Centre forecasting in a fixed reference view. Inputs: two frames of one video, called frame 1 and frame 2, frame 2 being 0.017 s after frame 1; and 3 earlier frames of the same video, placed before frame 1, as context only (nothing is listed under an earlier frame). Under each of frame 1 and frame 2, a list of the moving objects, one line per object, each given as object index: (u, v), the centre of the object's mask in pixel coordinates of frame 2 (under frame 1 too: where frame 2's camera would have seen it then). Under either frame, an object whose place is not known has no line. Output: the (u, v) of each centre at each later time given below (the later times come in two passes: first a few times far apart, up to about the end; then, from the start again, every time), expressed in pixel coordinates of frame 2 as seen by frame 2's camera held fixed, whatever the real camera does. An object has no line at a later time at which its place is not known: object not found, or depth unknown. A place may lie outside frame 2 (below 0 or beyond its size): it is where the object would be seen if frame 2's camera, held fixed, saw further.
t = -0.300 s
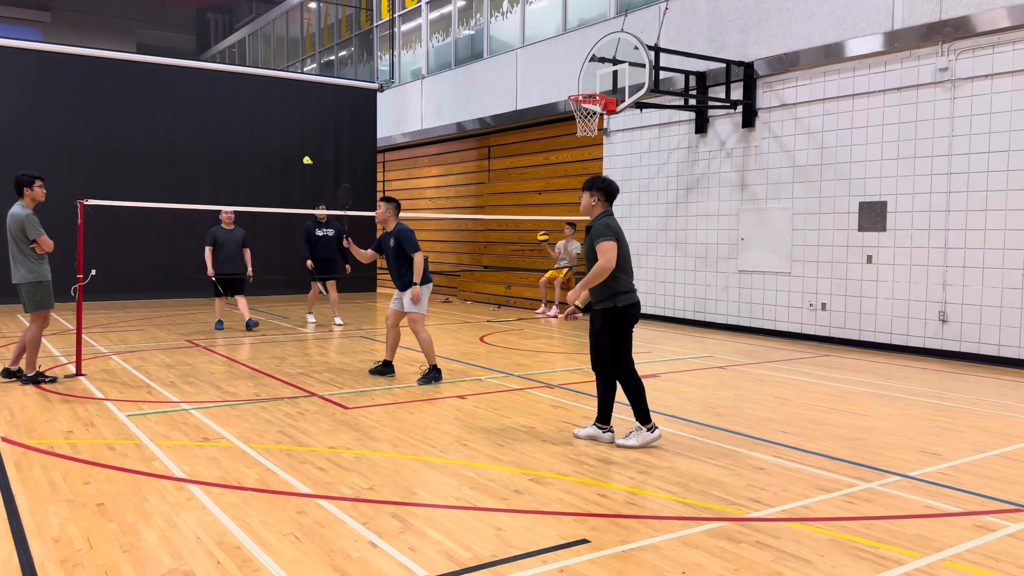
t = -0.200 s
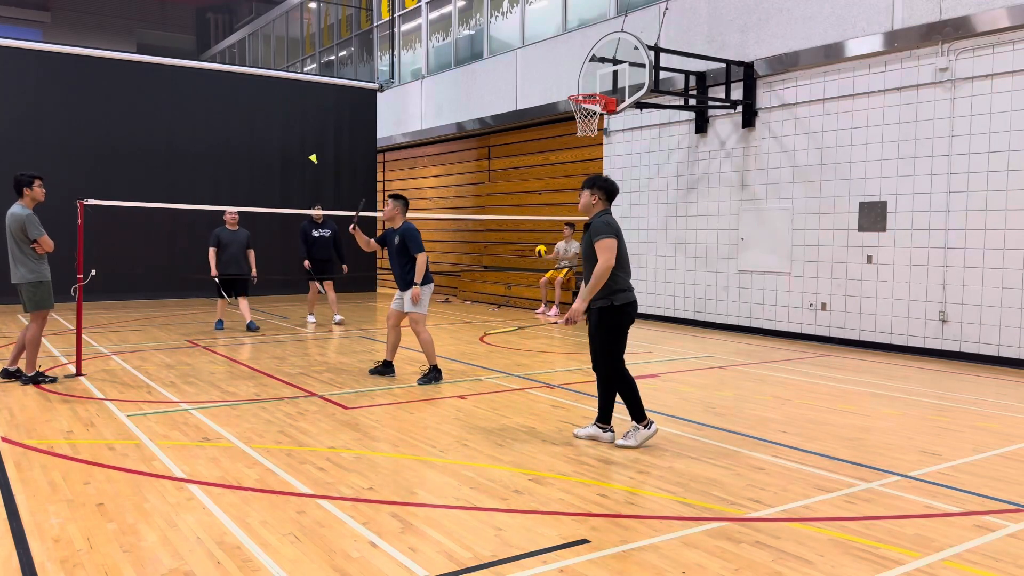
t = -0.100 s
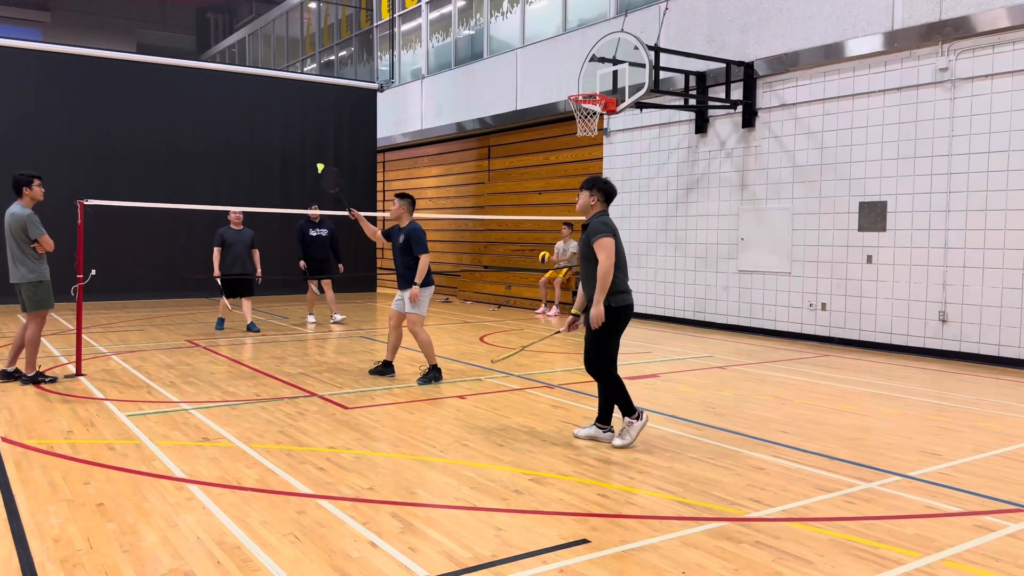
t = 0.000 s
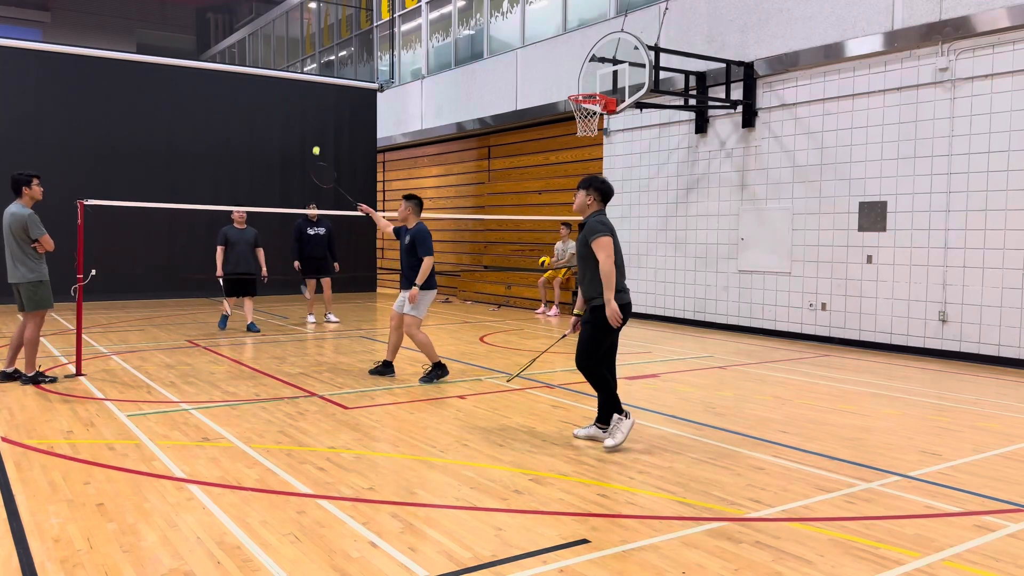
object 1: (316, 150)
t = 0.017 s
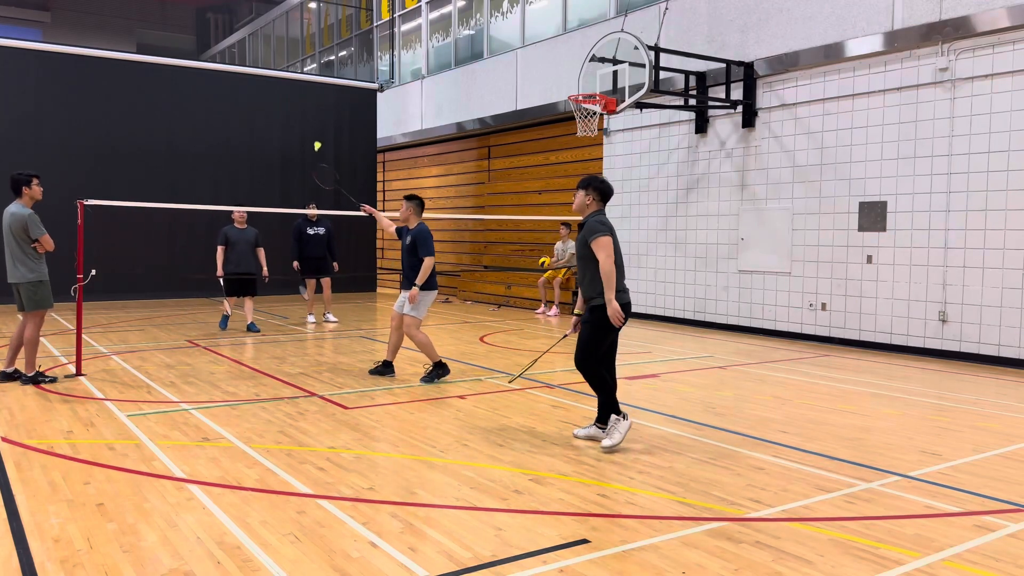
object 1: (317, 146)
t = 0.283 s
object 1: (313, 127)
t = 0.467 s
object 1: (307, 150)
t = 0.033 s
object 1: (317, 142)
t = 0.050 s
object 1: (317, 140)
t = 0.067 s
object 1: (315, 140)
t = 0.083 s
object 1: (313, 137)
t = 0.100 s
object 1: (312, 135)
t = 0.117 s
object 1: (312, 133)
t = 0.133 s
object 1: (312, 131)
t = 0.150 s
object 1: (312, 129)
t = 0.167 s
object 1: (311, 128)
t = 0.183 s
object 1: (311, 127)
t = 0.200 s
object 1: (311, 127)
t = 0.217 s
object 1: (311, 127)
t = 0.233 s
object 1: (311, 126)
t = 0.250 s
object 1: (311, 126)
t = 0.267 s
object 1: (313, 126)
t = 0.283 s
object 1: (313, 127)
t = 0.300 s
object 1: (313, 128)
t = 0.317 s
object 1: (313, 129)
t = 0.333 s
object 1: (313, 131)
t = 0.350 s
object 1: (312, 133)
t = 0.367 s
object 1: (312, 135)
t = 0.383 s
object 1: (311, 137)
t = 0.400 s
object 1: (310, 139)
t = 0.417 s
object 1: (309, 142)
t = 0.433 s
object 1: (309, 144)
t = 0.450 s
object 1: (308, 147)
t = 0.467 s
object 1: (307, 150)
